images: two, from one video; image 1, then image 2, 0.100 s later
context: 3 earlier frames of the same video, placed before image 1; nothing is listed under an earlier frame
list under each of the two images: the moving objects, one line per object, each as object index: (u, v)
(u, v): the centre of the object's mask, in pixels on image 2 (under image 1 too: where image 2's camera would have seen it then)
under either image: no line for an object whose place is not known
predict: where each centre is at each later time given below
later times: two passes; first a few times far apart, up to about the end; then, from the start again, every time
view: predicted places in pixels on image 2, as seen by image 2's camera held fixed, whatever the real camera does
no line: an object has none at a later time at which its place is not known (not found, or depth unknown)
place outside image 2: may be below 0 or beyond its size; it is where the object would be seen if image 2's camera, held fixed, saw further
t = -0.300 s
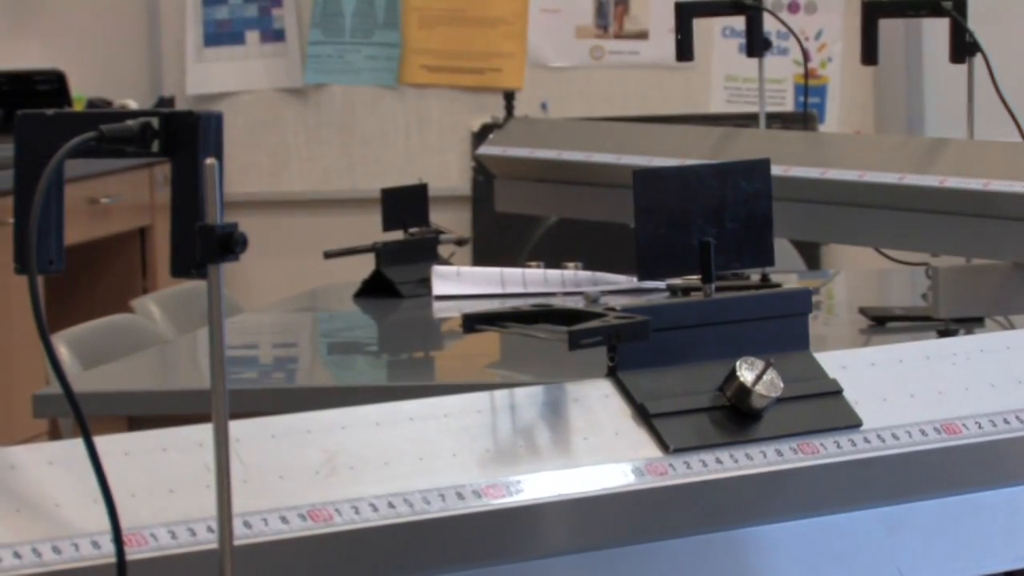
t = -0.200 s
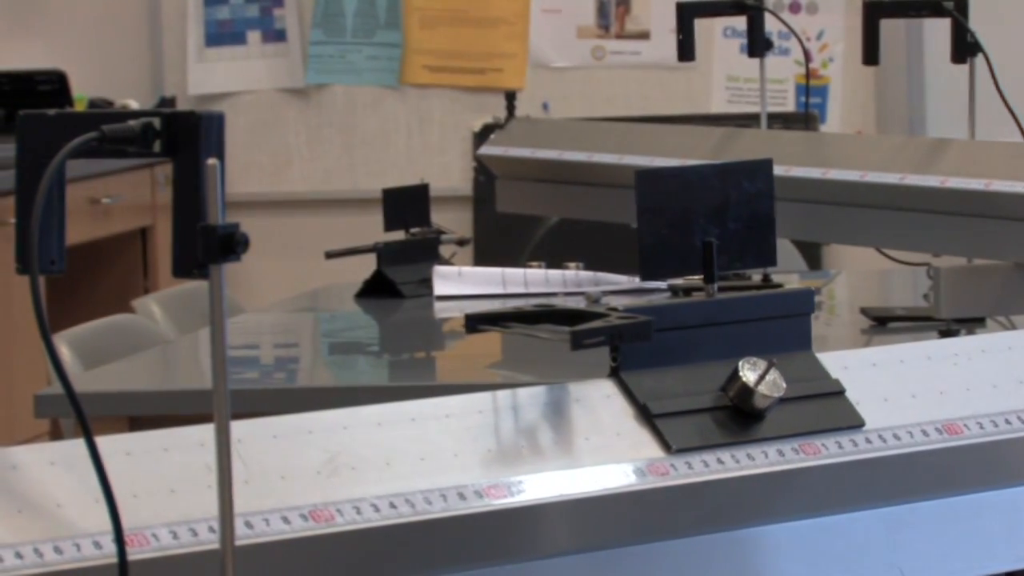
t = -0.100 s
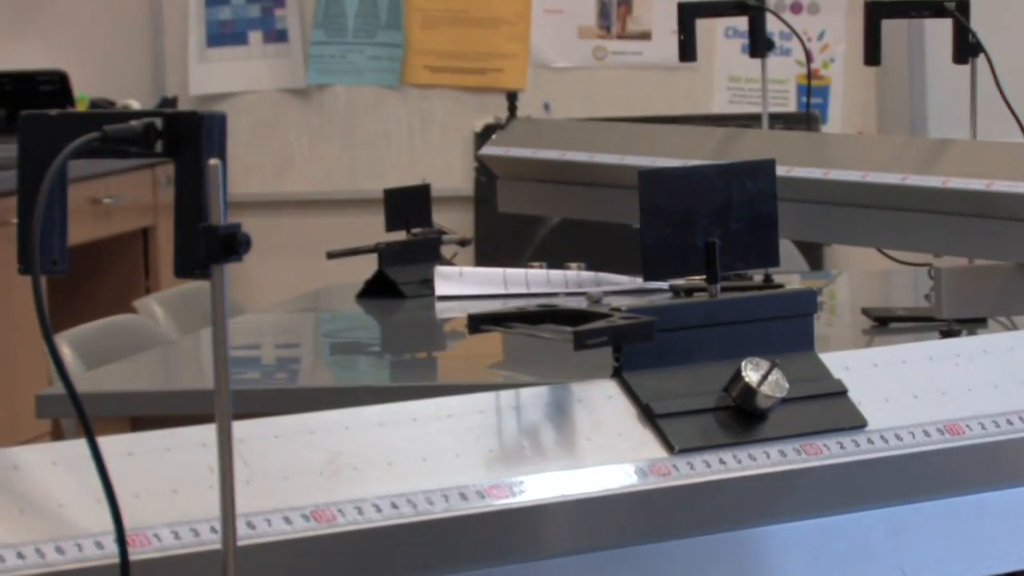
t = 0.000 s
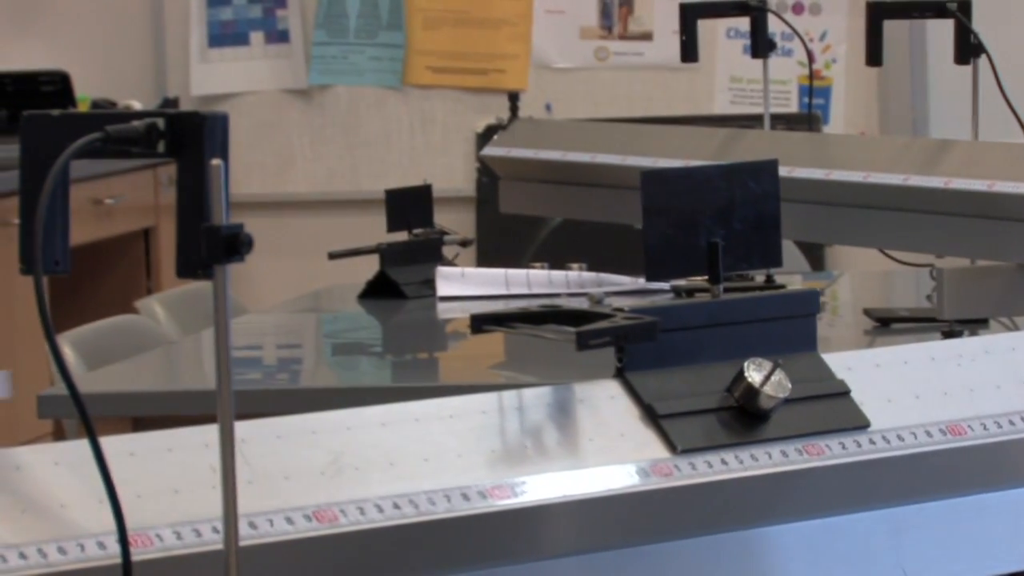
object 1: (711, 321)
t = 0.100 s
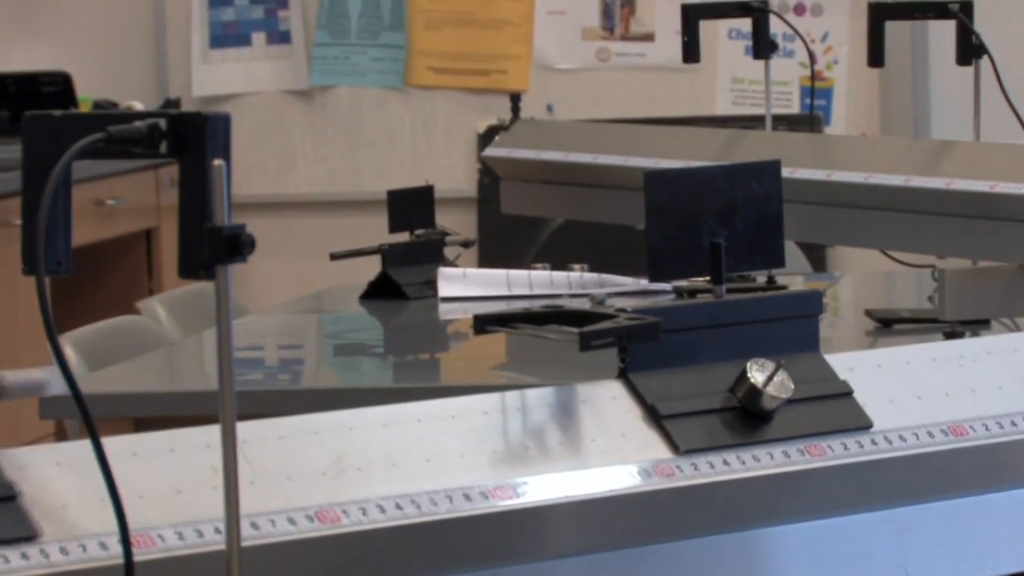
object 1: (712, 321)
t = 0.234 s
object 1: (713, 321)
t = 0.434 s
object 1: (713, 321)
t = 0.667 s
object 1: (713, 321)
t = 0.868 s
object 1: (716, 321)
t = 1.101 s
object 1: (781, 314)
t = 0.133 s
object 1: (712, 321)
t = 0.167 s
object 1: (712, 321)
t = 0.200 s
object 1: (712, 321)
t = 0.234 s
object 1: (713, 321)
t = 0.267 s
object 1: (713, 321)
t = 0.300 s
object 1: (713, 321)
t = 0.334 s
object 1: (713, 321)
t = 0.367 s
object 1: (713, 321)
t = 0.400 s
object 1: (713, 321)
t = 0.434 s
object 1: (713, 321)
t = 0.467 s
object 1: (713, 321)
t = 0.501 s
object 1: (713, 321)
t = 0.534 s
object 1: (713, 321)
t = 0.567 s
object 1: (713, 321)
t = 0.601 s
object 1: (713, 321)
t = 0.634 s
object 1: (713, 321)
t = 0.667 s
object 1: (713, 321)
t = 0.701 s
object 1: (713, 321)
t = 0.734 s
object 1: (713, 321)
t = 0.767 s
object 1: (713, 321)
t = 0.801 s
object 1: (714, 321)
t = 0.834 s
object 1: (715, 321)
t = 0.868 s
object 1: (716, 321)
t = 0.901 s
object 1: (718, 320)
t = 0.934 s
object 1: (720, 320)
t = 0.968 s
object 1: (726, 320)
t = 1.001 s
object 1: (738, 318)
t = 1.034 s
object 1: (752, 317)
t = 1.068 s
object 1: (766, 316)
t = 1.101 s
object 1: (781, 314)
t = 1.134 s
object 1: (797, 312)
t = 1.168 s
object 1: (811, 310)
